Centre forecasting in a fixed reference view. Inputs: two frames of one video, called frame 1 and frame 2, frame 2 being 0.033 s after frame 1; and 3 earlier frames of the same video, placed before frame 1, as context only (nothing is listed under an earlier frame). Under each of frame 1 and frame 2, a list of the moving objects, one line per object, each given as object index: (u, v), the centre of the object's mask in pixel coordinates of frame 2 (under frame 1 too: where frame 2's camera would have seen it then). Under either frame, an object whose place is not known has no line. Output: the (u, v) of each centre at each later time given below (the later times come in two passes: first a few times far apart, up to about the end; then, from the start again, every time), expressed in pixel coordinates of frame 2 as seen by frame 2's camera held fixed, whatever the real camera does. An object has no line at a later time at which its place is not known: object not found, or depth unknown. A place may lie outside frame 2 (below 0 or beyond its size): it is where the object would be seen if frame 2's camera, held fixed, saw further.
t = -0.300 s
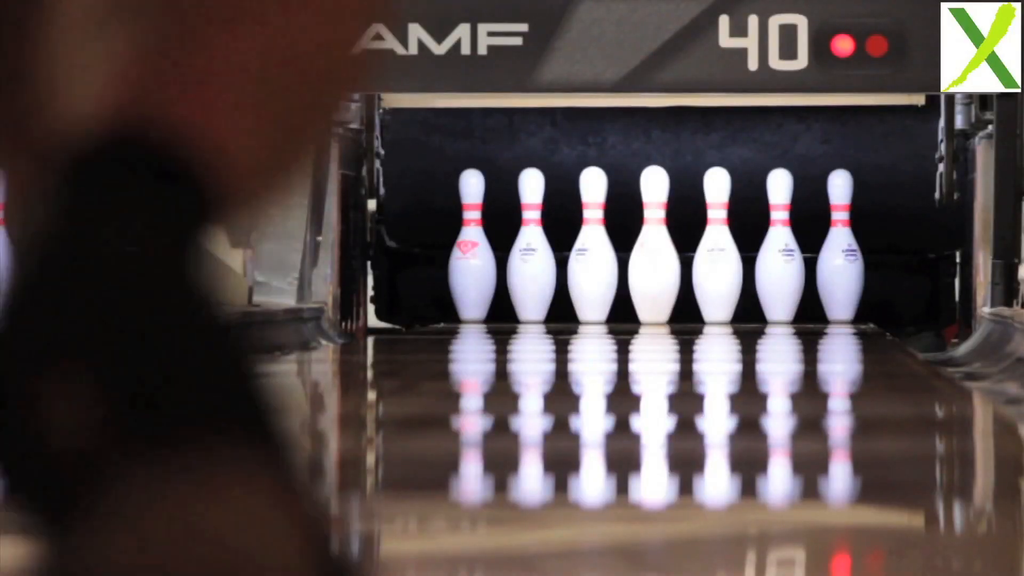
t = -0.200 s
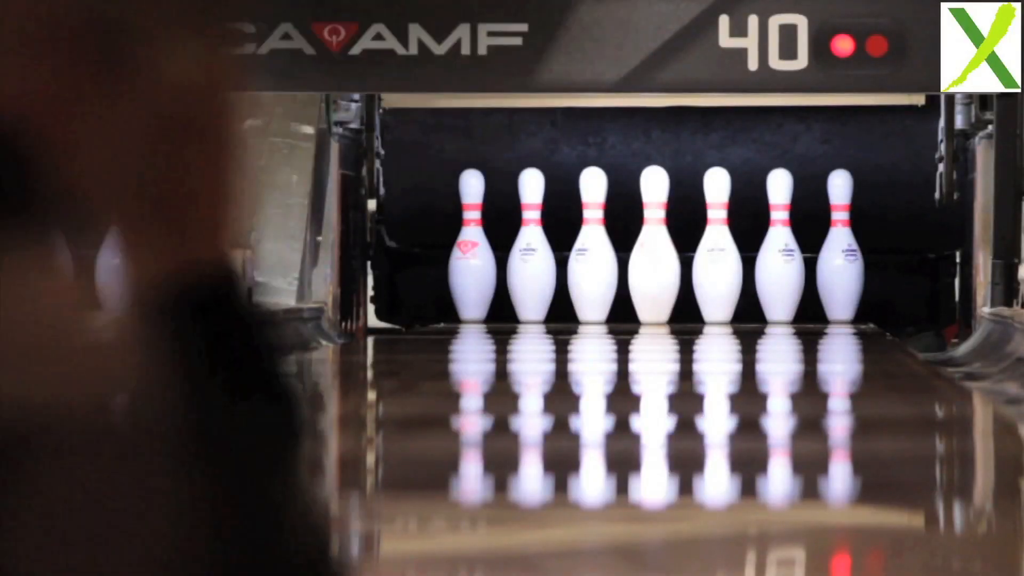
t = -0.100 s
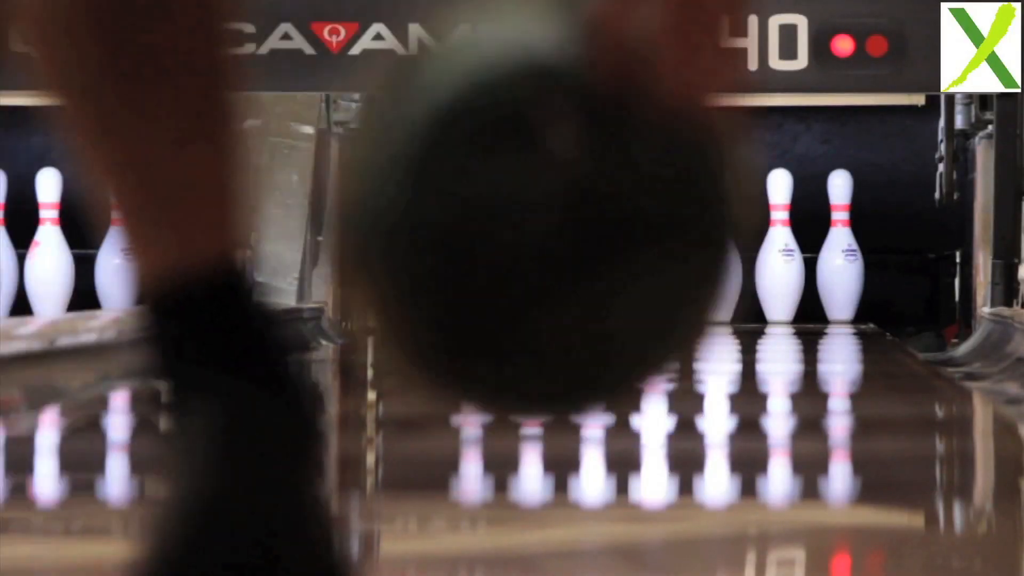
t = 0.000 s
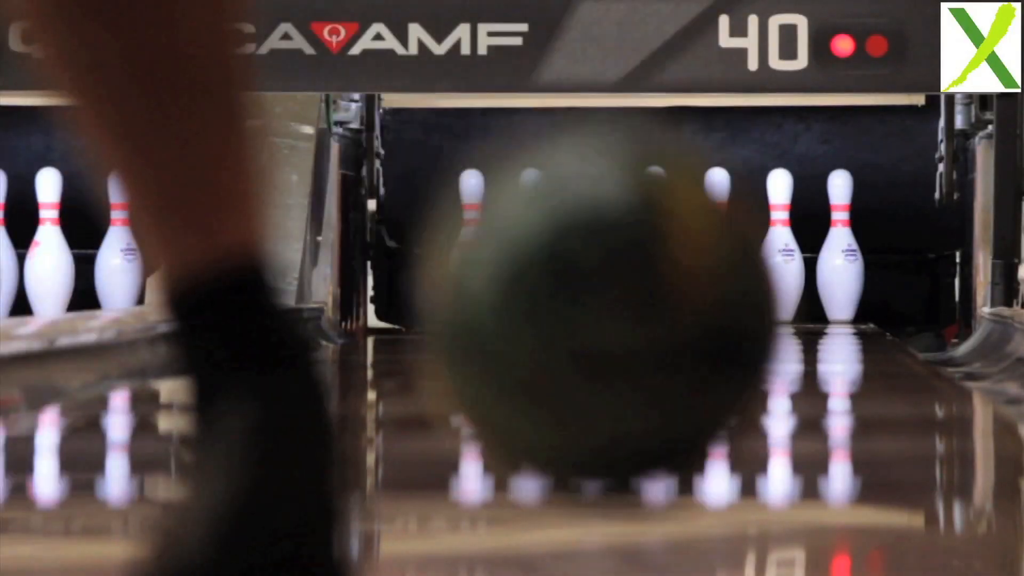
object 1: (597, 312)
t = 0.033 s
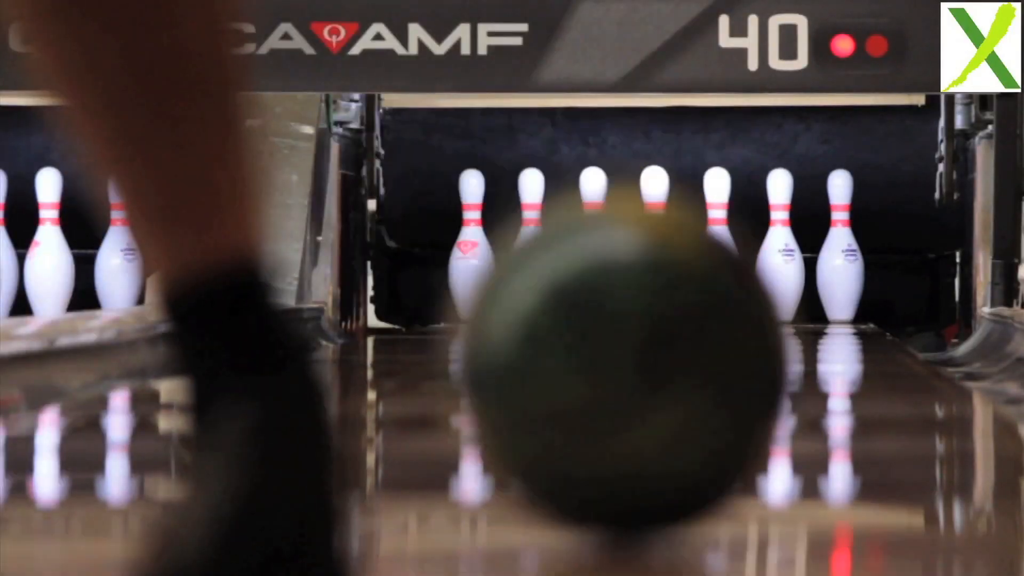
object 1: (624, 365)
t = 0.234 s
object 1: (700, 340)
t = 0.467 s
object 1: (754, 321)
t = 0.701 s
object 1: (787, 309)
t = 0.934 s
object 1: (807, 296)
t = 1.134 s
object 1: (815, 294)
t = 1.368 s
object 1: (818, 290)
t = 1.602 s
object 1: (814, 286)
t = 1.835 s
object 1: (794, 283)
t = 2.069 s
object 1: (759, 282)
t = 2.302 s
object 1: (705, 280)
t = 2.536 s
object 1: (706, 279)
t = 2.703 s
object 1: (727, 280)
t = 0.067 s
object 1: (637, 357)
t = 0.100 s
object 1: (651, 353)
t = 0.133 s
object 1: (667, 346)
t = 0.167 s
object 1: (680, 342)
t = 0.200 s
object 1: (689, 341)
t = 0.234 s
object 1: (700, 340)
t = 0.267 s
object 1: (709, 338)
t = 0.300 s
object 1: (717, 336)
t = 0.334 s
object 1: (726, 334)
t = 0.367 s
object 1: (732, 331)
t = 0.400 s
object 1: (741, 328)
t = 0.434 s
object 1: (748, 325)
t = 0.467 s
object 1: (754, 321)
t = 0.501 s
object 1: (759, 319)
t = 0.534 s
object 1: (764, 318)
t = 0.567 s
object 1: (769, 317)
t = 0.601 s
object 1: (773, 317)
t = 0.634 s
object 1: (777, 314)
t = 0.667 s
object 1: (783, 311)
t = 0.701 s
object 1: (787, 309)
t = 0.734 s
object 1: (791, 306)
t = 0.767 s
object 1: (794, 304)
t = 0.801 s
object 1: (797, 302)
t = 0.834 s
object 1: (800, 301)
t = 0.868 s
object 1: (802, 299)
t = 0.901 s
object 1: (805, 297)
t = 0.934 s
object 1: (807, 296)
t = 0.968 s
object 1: (809, 296)
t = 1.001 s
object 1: (810, 297)
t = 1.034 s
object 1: (812, 296)
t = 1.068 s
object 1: (813, 296)
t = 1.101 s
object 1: (814, 295)
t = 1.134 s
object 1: (815, 294)
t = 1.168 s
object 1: (816, 293)
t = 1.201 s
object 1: (817, 293)
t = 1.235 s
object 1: (817, 293)
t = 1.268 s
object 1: (818, 292)
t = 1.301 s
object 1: (818, 292)
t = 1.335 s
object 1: (818, 291)
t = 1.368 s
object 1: (818, 290)
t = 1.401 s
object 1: (818, 290)
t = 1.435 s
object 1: (818, 289)
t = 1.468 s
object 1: (817, 289)
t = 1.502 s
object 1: (817, 288)
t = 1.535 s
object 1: (816, 288)
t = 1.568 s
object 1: (815, 287)
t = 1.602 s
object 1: (814, 286)
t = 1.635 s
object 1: (812, 286)
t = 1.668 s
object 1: (810, 286)
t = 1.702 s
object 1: (808, 285)
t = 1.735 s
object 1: (804, 285)
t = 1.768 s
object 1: (801, 284)
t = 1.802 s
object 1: (797, 284)
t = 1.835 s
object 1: (794, 283)
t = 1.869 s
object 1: (790, 283)
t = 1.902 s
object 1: (786, 283)
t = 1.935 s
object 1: (781, 283)
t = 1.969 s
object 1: (776, 282)
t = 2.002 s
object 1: (771, 282)
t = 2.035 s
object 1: (765, 282)
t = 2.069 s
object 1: (759, 282)
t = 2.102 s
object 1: (750, 281)
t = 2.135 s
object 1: (743, 281)
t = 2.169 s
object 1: (733, 281)
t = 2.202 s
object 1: (725, 281)
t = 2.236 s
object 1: (719, 280)
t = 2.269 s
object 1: (712, 280)
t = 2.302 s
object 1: (705, 280)
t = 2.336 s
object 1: (695, 279)
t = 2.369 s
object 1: (695, 279)
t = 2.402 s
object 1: (698, 279)
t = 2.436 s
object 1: (698, 279)
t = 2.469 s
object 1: (698, 279)
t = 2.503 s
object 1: (700, 279)
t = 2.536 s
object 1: (706, 279)
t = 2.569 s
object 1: (712, 279)
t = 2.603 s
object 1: (717, 278)
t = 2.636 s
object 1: (722, 278)
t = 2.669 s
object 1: (727, 279)
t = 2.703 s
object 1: (727, 280)
